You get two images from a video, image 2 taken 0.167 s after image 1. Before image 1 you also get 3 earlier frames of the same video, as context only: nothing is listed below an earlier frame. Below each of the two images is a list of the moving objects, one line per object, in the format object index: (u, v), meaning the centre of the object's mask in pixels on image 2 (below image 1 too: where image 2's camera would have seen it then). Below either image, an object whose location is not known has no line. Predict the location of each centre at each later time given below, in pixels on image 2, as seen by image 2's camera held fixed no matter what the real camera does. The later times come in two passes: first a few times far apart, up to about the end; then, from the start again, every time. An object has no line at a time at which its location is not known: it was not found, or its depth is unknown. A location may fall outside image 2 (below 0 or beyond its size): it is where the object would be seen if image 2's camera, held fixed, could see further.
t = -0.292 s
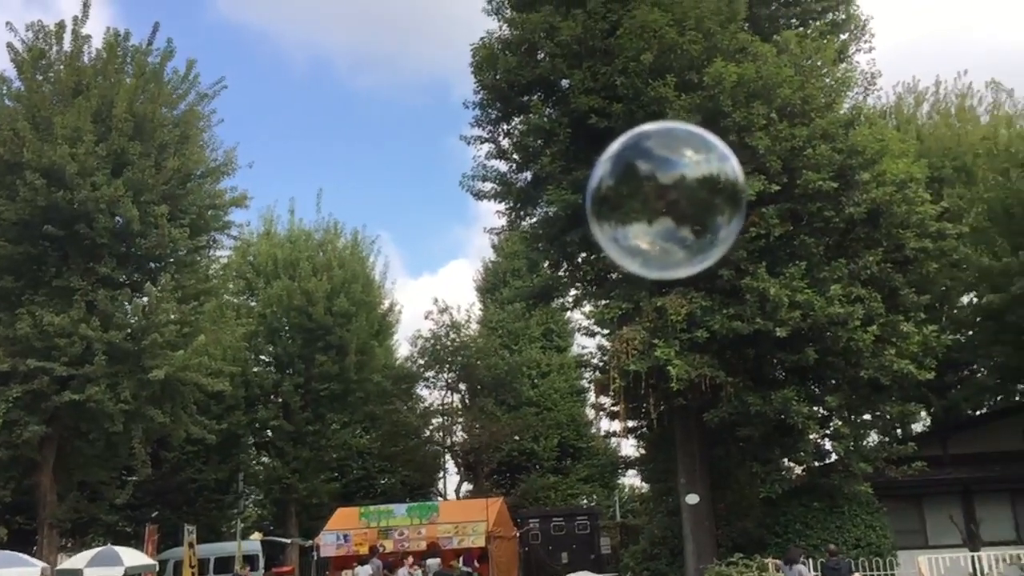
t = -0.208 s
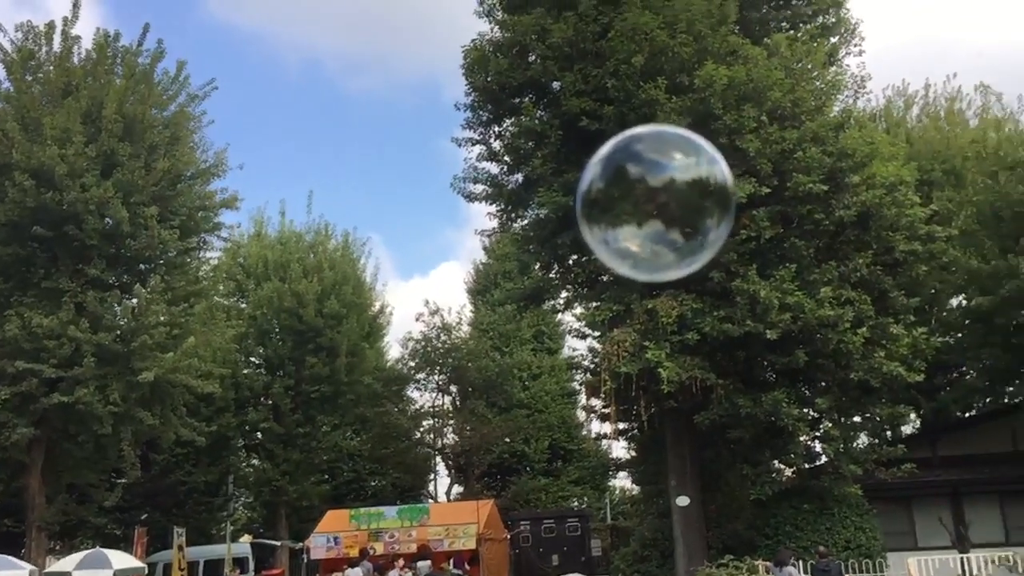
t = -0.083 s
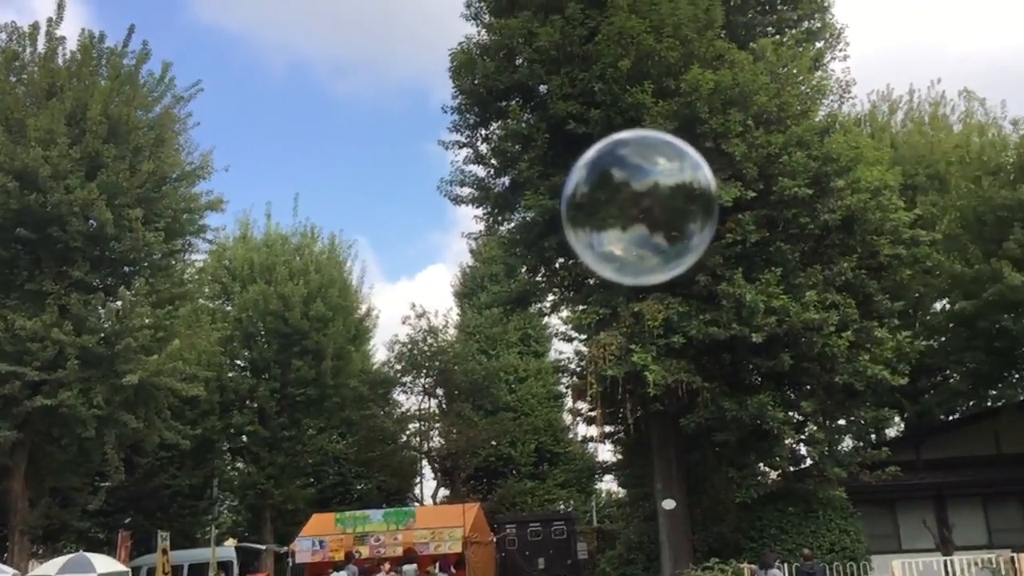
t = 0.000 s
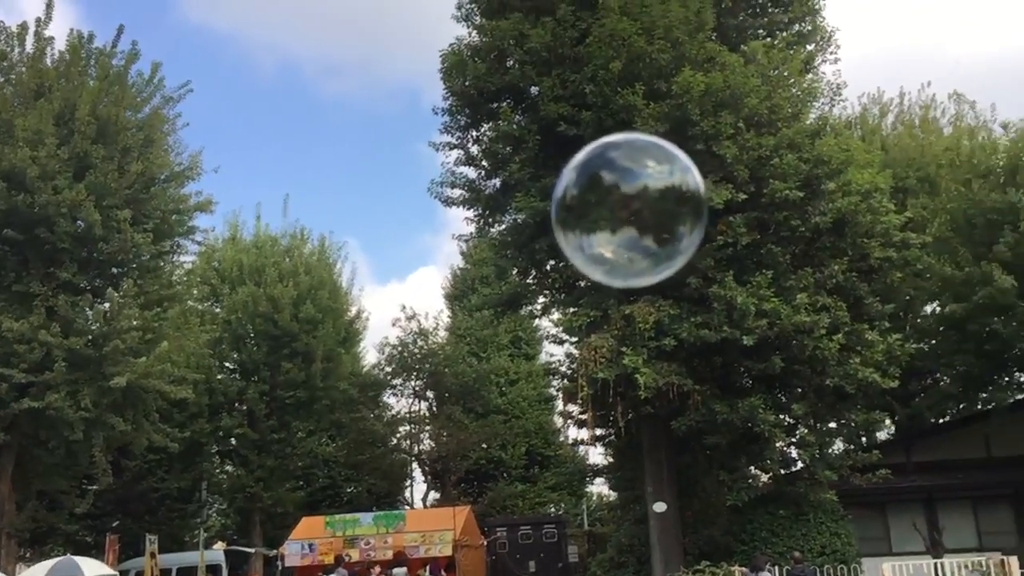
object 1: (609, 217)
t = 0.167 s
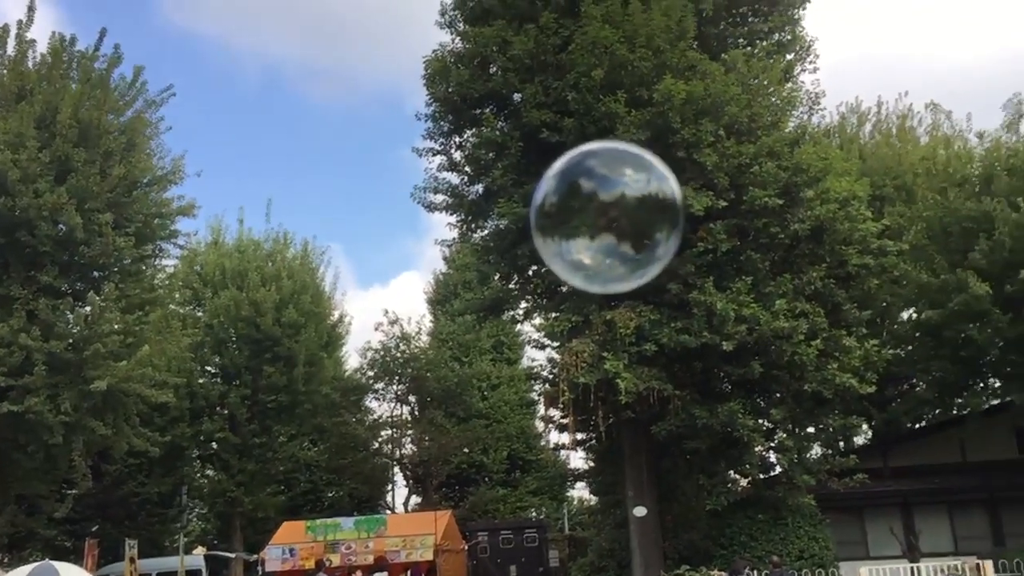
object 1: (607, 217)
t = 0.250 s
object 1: (605, 215)
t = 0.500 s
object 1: (600, 217)
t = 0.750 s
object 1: (596, 219)
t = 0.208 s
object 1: (606, 218)
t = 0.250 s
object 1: (605, 215)
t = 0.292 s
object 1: (605, 217)
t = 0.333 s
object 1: (604, 218)
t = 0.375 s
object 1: (603, 216)
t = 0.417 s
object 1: (602, 217)
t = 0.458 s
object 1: (601, 219)
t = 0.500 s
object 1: (600, 217)
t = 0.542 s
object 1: (600, 218)
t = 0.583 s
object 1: (599, 219)
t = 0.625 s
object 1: (598, 218)
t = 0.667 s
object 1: (597, 218)
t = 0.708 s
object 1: (596, 219)
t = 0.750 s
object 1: (596, 219)
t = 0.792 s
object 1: (595, 219)
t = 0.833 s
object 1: (594, 219)
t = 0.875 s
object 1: (593, 219)
